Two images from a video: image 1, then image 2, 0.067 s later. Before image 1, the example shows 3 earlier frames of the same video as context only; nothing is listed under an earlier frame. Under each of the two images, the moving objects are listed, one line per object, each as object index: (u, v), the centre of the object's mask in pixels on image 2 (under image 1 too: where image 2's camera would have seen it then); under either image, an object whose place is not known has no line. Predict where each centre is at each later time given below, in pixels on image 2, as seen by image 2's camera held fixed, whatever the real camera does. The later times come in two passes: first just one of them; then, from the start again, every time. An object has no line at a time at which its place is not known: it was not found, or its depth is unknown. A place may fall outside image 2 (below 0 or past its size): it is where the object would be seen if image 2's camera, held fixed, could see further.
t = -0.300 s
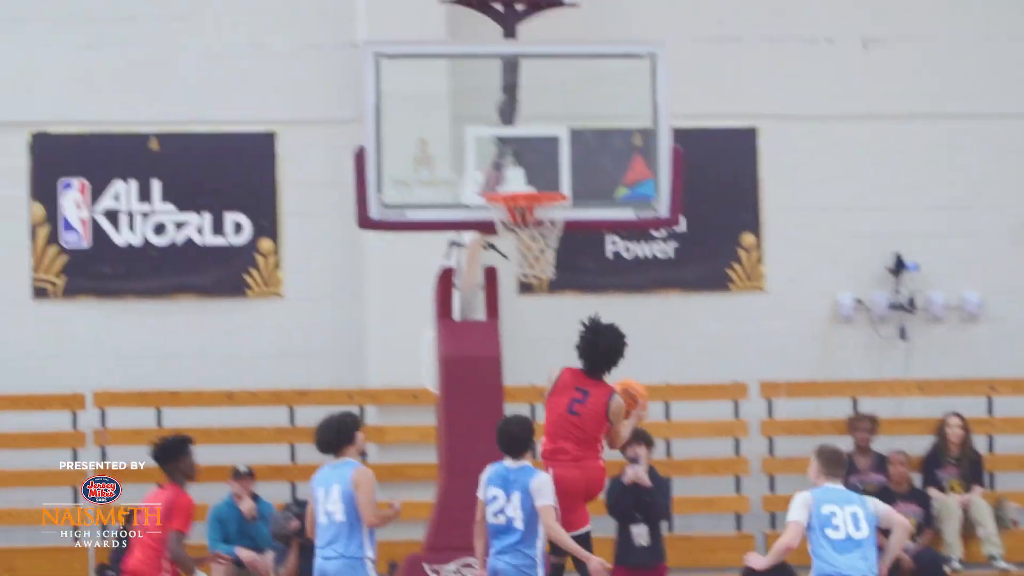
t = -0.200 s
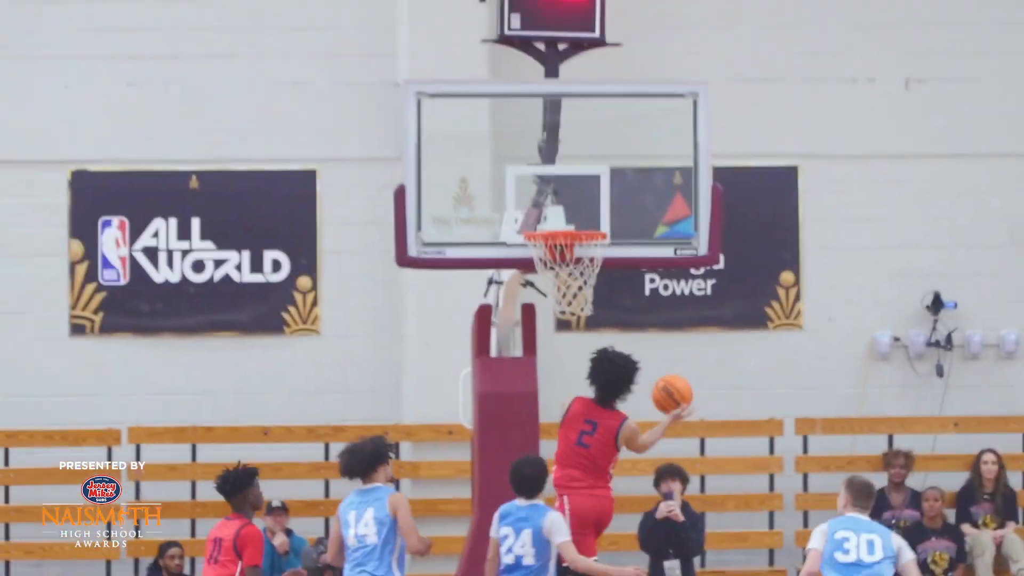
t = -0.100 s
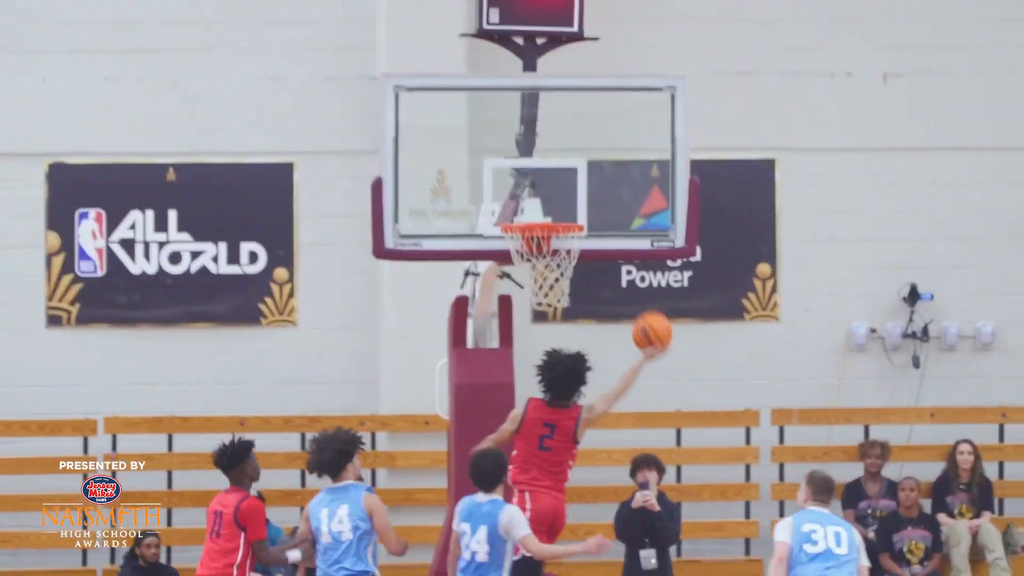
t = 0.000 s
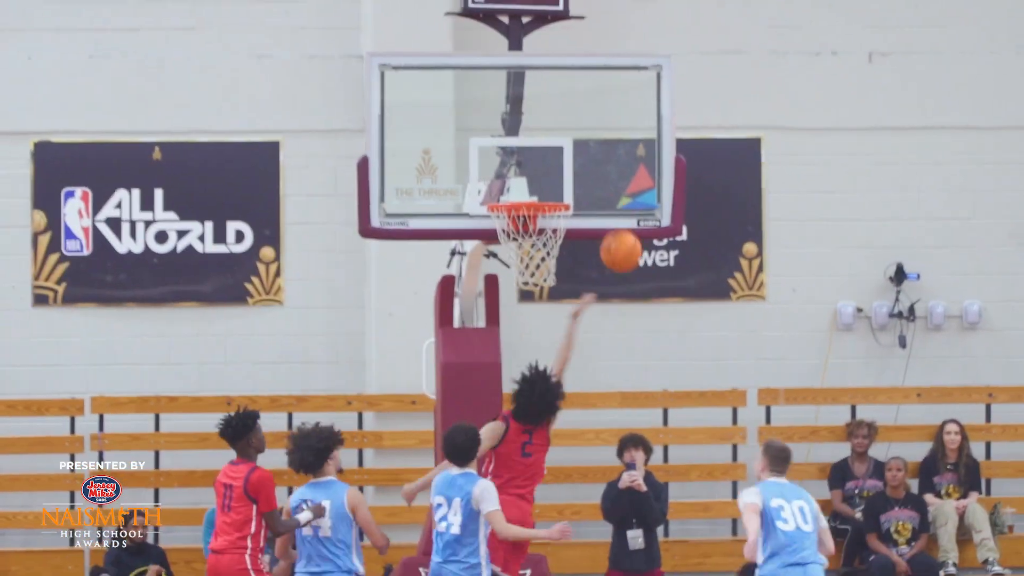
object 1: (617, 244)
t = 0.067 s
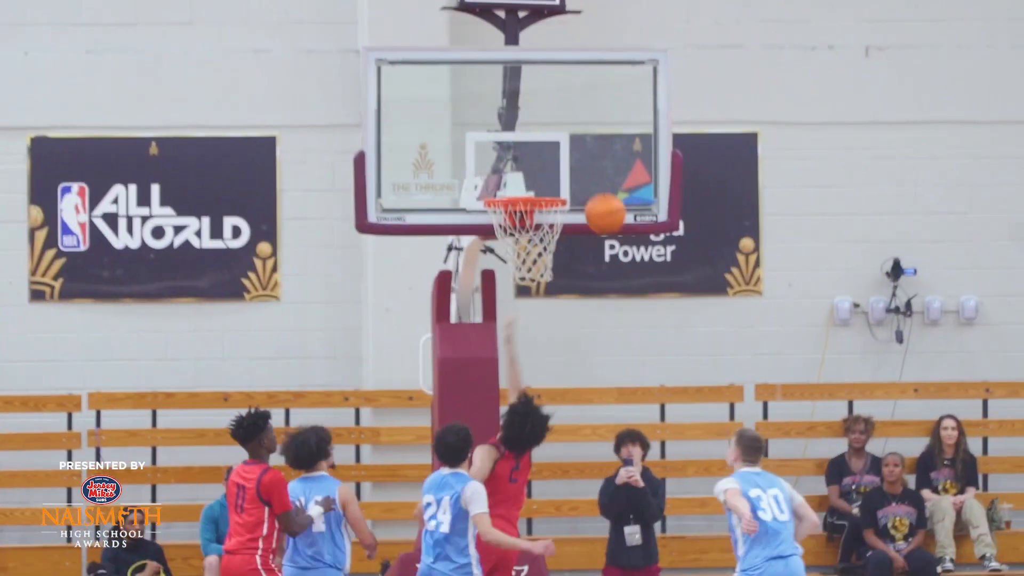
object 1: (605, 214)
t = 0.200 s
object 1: (581, 171)
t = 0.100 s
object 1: (599, 199)
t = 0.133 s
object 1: (592, 188)
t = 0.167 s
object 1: (587, 178)
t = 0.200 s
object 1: (581, 171)
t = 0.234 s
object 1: (575, 165)
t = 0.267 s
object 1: (572, 161)
